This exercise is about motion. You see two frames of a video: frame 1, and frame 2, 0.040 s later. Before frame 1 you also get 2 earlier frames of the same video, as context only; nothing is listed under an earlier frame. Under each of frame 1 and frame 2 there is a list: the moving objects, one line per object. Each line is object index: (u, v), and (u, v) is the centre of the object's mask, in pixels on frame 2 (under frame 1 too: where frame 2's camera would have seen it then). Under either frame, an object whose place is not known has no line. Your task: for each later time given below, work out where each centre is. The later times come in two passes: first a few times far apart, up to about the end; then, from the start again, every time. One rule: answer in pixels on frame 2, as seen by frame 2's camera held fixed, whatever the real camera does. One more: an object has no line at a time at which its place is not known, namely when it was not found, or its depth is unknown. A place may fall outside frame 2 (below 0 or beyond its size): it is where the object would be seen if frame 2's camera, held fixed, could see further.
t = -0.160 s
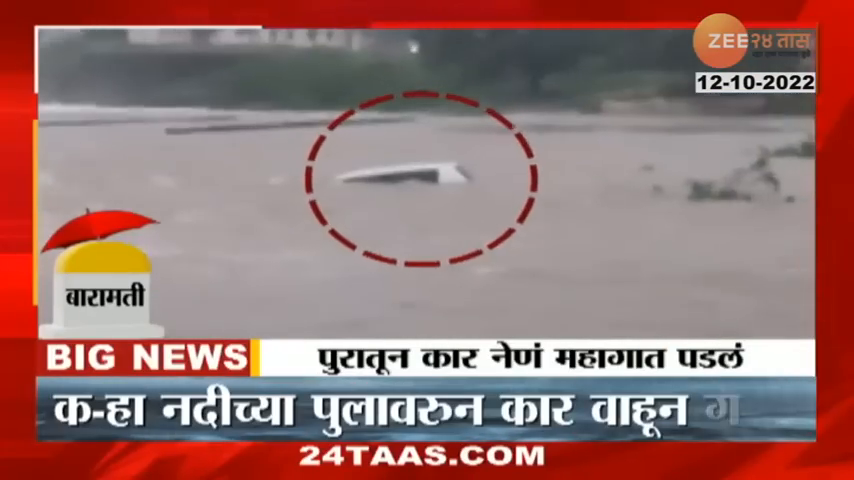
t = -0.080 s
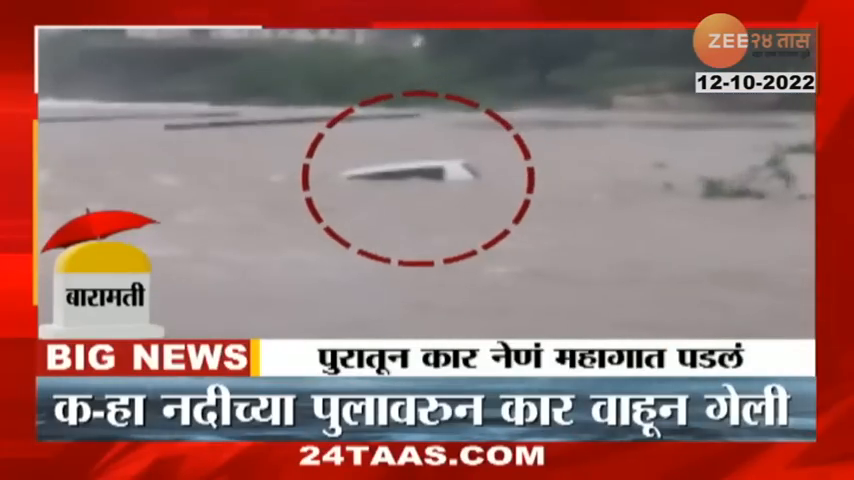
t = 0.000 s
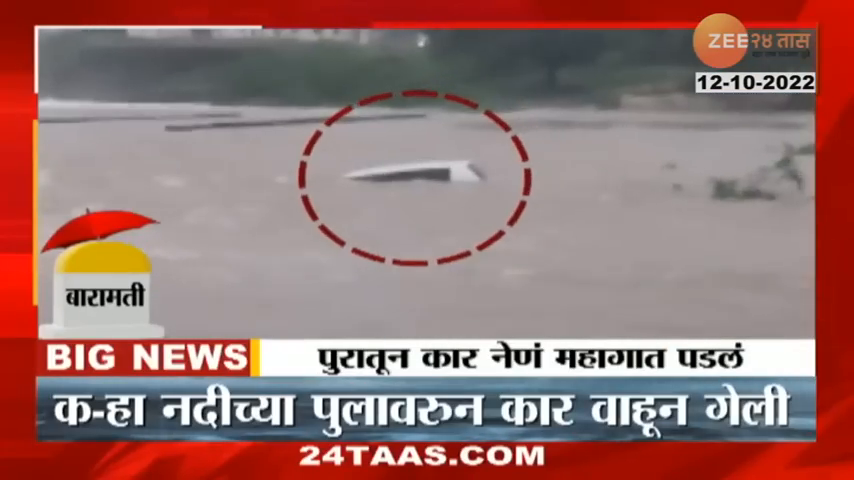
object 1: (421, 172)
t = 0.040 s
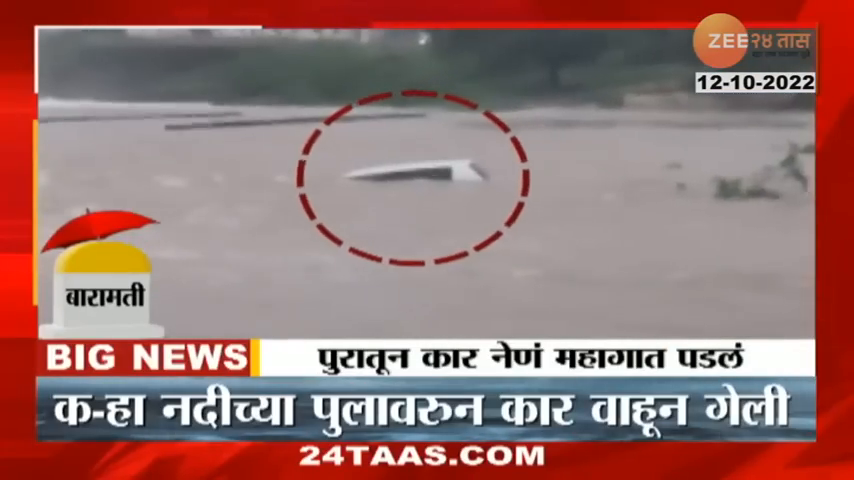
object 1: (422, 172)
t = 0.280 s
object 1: (406, 176)
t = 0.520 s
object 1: (393, 176)
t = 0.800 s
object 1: (418, 178)
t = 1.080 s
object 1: (440, 193)
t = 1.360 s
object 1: (452, 195)
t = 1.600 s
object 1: (458, 190)
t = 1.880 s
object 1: (464, 179)
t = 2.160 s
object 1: (471, 166)
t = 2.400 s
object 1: (478, 160)
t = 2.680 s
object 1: (487, 151)
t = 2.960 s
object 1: (493, 147)
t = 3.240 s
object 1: (507, 132)
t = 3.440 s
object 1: (529, 127)
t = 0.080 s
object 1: (421, 171)
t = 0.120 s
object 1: (421, 171)
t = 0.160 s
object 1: (415, 174)
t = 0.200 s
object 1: (414, 174)
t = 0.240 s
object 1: (412, 174)
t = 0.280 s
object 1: (406, 176)
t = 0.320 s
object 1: (403, 176)
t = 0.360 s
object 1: (397, 176)
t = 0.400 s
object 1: (396, 176)
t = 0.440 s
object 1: (394, 177)
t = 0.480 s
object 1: (393, 176)
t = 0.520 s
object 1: (393, 176)
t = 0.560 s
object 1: (394, 176)
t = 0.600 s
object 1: (394, 173)
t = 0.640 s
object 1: (395, 170)
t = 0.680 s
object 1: (396, 170)
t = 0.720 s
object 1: (402, 173)
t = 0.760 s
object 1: (408, 174)
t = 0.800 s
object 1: (418, 178)
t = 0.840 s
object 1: (421, 182)
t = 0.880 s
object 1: (422, 188)
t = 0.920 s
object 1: (423, 190)
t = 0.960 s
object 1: (424, 191)
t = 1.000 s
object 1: (431, 193)
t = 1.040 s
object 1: (433, 194)
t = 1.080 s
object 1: (440, 193)
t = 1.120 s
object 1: (442, 193)
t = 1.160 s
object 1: (446, 195)
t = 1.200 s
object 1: (448, 195)
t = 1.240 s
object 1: (450, 195)
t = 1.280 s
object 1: (450, 195)
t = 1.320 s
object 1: (451, 194)
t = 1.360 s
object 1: (452, 195)
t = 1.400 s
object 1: (452, 195)
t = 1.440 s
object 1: (456, 193)
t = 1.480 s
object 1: (458, 192)
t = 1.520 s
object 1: (460, 192)
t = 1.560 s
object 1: (459, 191)
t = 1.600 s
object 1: (458, 190)
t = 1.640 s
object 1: (459, 190)
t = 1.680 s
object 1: (459, 189)
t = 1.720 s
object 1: (462, 187)
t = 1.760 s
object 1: (462, 186)
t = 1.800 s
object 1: (463, 185)
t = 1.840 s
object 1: (462, 182)
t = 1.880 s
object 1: (464, 179)
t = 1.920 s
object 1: (466, 178)
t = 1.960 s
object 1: (467, 177)
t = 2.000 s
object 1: (467, 174)
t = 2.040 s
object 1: (467, 173)
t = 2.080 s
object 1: (467, 171)
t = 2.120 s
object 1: (468, 168)
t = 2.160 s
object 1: (471, 166)
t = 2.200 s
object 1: (472, 166)
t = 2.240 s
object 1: (473, 165)
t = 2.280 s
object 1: (475, 163)
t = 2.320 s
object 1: (477, 162)
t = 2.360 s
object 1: (477, 161)
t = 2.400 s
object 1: (478, 160)
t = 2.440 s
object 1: (480, 159)
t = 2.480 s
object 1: (480, 157)
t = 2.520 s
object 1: (483, 156)
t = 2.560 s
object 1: (484, 153)
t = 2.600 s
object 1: (485, 152)
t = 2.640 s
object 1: (487, 151)
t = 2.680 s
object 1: (487, 151)
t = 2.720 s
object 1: (486, 149)
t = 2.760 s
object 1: (486, 149)
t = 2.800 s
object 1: (487, 149)
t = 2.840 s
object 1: (489, 147)
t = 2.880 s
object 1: (491, 147)
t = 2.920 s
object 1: (493, 147)
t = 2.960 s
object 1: (493, 147)
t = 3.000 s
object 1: (491, 145)
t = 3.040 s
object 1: (493, 145)
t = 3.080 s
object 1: (495, 144)
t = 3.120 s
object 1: (498, 138)
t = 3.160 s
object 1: (501, 137)
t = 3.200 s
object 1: (504, 133)
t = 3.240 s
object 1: (507, 132)
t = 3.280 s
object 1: (518, 130)
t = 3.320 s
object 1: (519, 129)
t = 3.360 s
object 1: (523, 128)
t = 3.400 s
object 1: (526, 126)
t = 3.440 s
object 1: (529, 127)
